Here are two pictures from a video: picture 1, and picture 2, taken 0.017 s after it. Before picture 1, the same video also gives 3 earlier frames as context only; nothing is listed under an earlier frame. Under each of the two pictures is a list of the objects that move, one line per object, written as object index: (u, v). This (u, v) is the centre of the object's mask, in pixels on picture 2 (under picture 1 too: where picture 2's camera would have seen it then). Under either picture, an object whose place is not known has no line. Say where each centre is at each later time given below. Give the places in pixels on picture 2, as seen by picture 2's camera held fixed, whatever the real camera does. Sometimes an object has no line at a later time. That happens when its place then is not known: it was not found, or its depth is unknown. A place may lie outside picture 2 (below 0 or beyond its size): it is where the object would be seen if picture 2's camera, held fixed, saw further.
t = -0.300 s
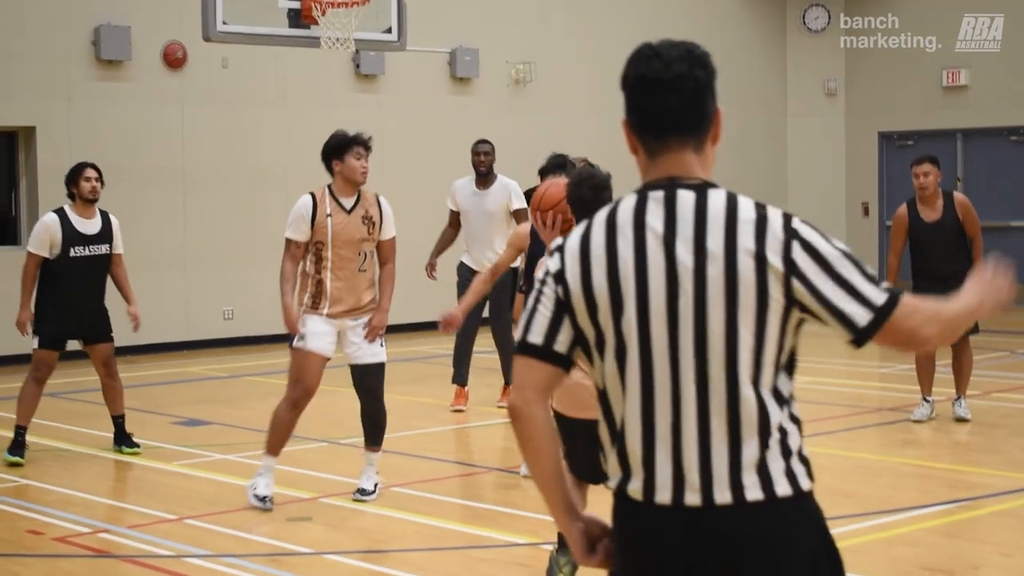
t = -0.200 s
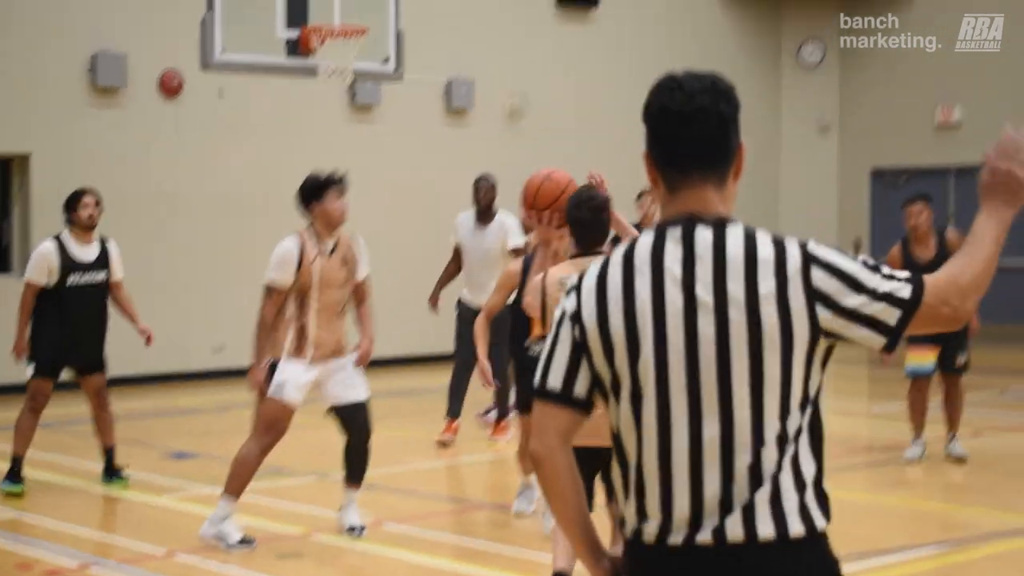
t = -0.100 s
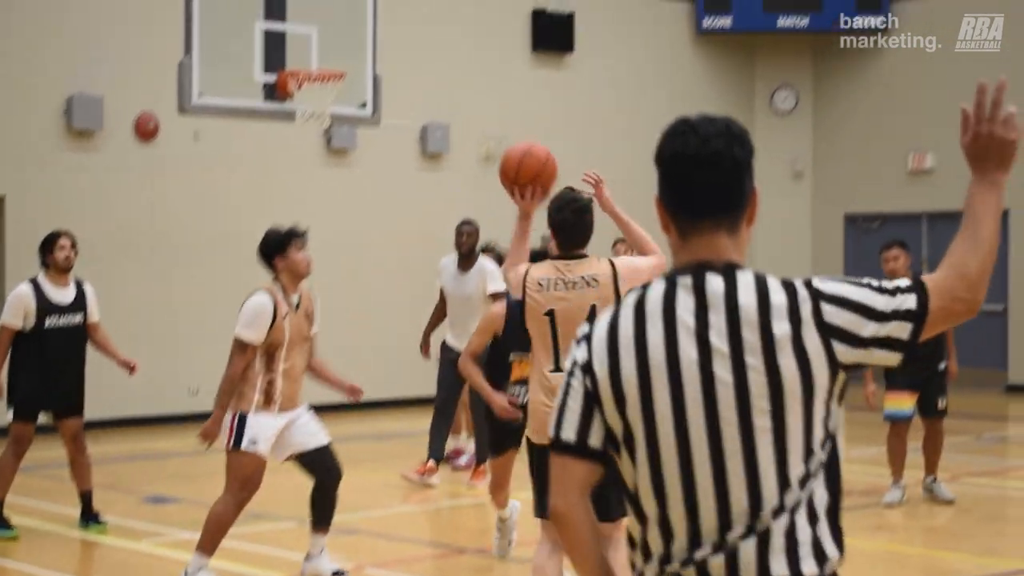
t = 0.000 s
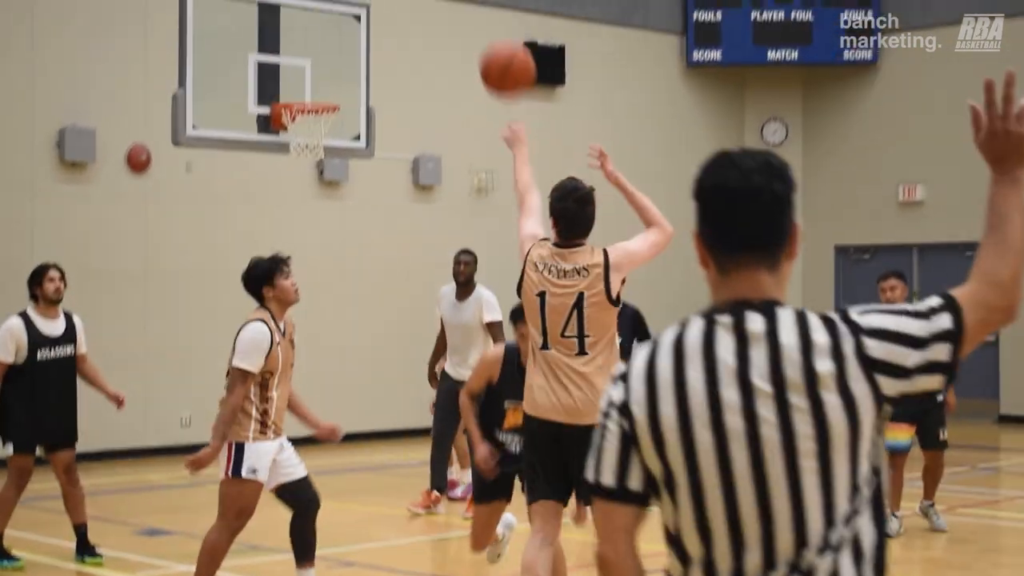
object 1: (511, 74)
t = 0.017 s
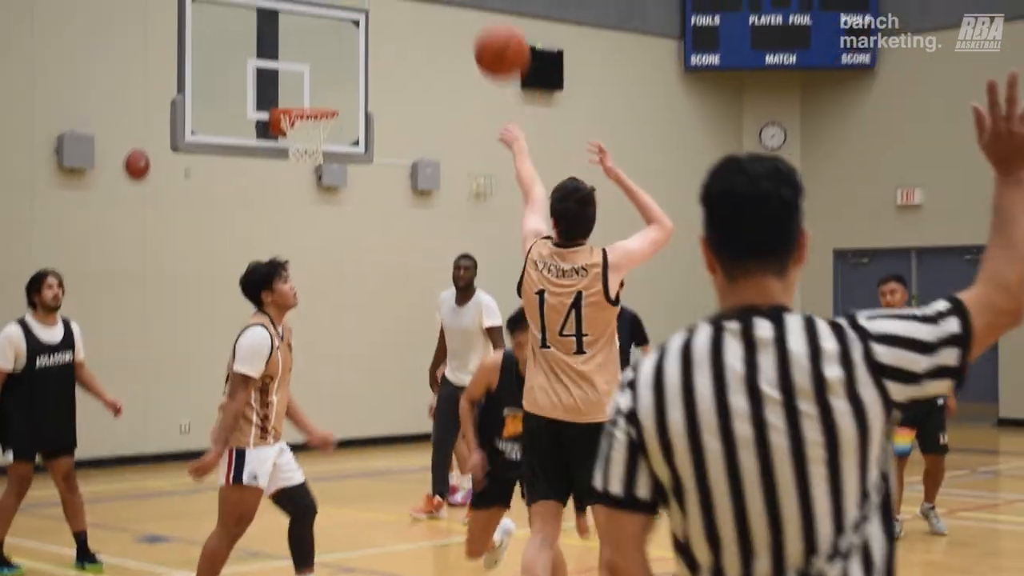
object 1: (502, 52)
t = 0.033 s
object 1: (494, 27)
